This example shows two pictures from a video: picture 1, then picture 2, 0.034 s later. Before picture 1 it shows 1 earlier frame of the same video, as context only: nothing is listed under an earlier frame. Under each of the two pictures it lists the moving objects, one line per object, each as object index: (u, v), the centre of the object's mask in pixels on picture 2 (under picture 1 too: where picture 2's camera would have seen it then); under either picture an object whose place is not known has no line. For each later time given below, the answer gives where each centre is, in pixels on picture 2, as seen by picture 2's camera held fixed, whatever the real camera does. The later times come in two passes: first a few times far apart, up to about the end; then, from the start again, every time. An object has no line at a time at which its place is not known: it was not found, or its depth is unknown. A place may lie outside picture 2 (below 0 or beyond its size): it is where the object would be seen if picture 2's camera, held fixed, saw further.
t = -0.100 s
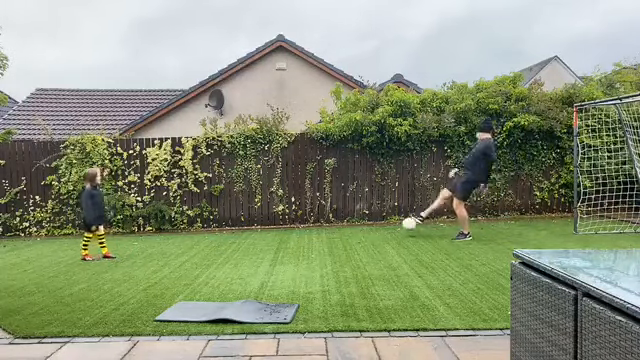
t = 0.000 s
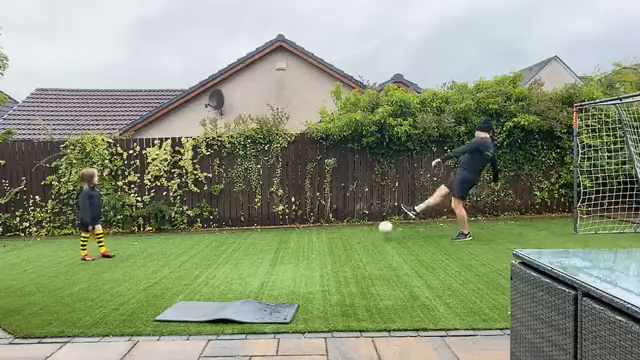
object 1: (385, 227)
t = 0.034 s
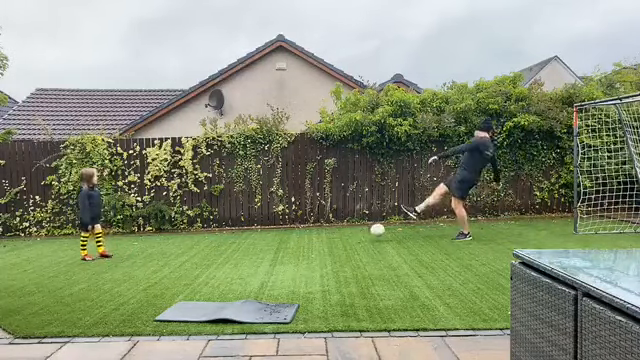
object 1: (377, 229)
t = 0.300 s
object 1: (318, 238)
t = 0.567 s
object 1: (255, 248)
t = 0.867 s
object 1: (176, 256)
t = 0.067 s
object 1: (369, 233)
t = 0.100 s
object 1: (361, 237)
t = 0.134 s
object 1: (354, 236)
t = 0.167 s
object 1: (347, 235)
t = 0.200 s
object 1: (340, 235)
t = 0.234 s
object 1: (333, 235)
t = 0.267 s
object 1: (326, 236)
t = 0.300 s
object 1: (318, 238)
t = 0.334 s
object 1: (311, 242)
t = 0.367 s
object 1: (304, 242)
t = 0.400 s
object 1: (295, 243)
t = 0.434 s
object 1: (288, 244)
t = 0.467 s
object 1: (280, 245)
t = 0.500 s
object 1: (272, 246)
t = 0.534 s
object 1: (263, 247)
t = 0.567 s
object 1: (255, 248)
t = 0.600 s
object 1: (247, 249)
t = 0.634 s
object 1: (238, 250)
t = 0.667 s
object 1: (230, 250)
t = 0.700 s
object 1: (221, 251)
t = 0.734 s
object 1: (212, 253)
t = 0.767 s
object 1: (203, 254)
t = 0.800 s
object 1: (194, 254)
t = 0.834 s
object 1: (185, 255)
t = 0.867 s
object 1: (176, 256)
